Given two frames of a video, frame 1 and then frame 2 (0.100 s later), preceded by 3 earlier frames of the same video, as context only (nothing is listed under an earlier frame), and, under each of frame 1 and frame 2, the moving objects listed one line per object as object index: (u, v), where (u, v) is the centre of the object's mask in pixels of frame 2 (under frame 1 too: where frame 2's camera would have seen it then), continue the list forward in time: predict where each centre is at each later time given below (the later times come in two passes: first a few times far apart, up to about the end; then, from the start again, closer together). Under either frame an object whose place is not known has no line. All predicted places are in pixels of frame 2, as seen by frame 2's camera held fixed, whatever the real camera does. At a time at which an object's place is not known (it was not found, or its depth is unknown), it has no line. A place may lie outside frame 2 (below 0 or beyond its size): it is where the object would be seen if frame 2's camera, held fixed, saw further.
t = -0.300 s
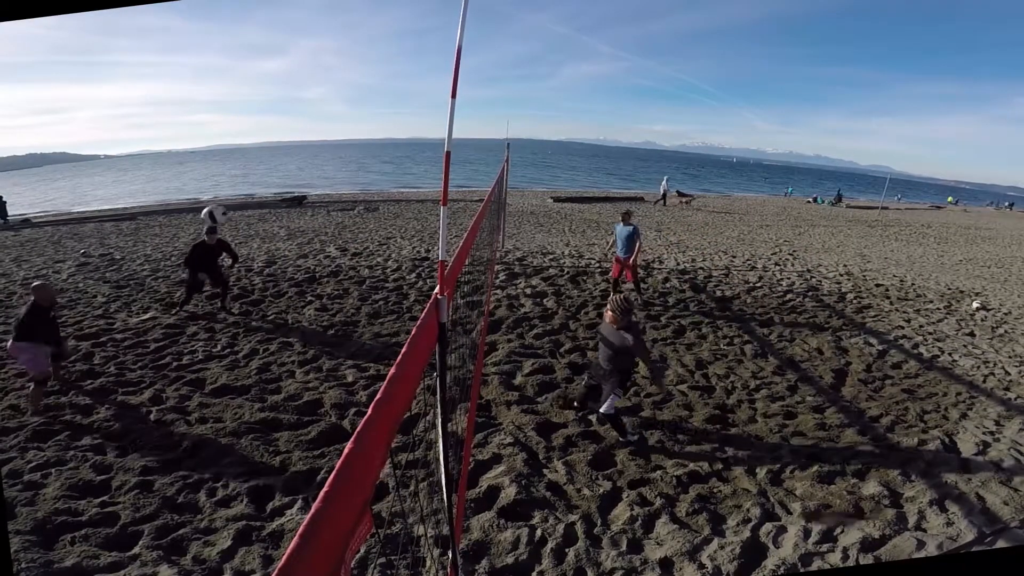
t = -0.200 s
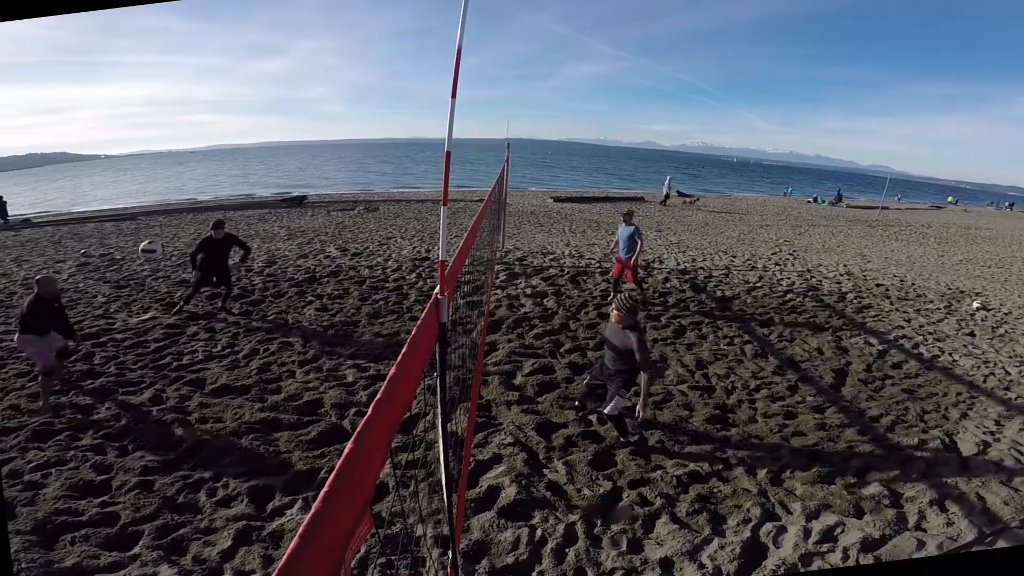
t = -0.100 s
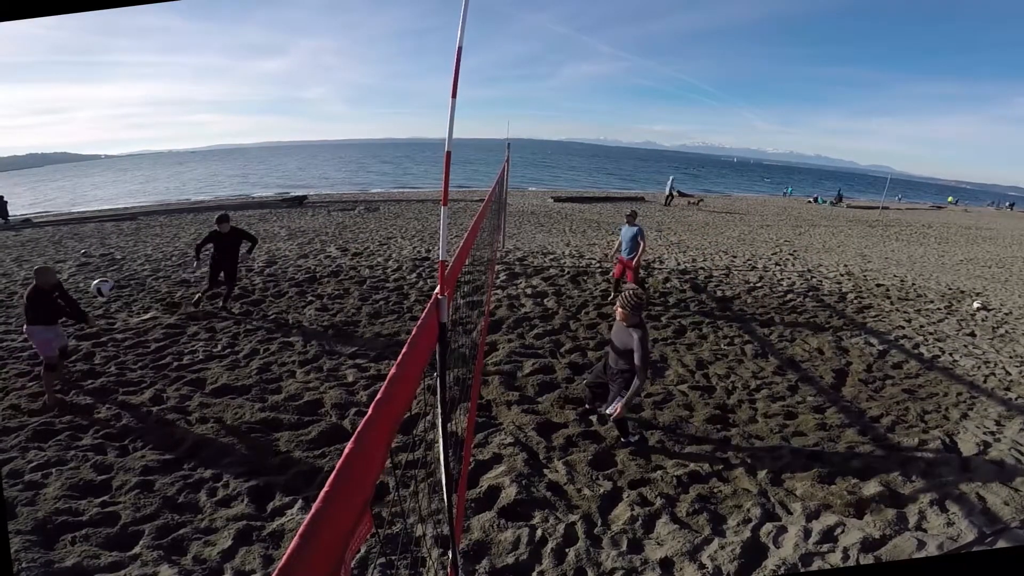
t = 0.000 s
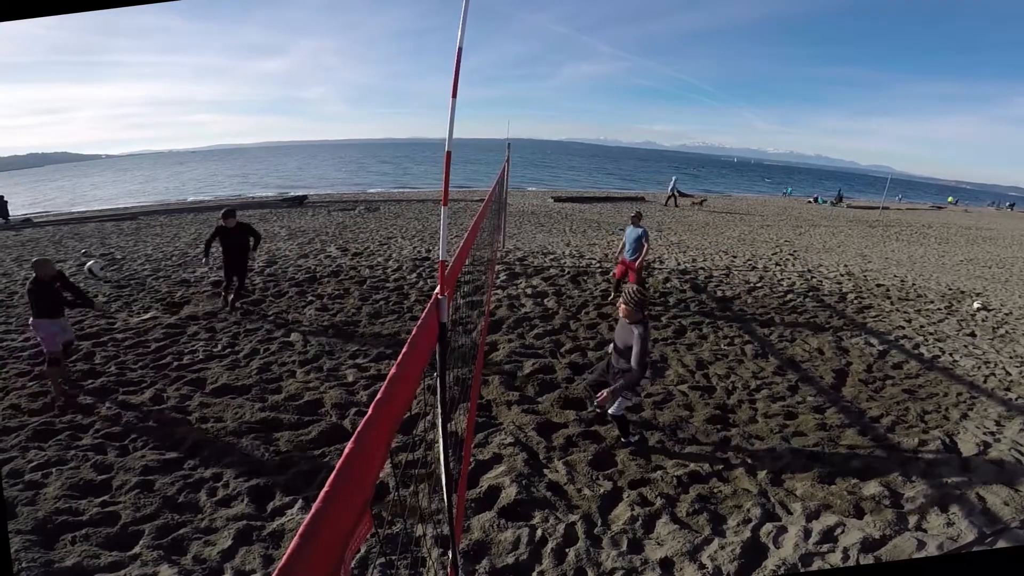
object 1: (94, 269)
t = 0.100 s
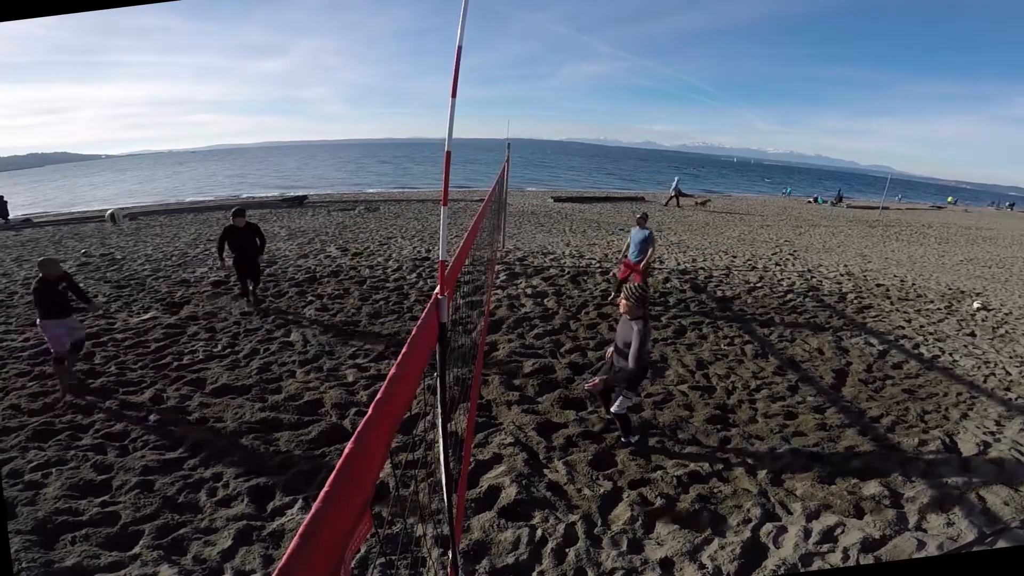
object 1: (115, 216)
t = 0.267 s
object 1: (164, 146)
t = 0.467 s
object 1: (224, 94)
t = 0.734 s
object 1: (298, 75)
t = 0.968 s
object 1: (353, 100)
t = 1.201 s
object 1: (400, 162)
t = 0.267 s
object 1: (164, 146)
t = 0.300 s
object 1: (174, 135)
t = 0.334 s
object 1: (184, 125)
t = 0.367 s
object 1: (194, 115)
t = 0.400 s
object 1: (204, 107)
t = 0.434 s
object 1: (214, 100)
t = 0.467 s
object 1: (224, 94)
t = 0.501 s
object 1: (234, 88)
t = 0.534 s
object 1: (244, 83)
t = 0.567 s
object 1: (254, 80)
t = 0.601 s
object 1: (263, 77)
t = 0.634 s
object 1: (272, 75)
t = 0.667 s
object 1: (281, 74)
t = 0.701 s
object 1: (290, 74)
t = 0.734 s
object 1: (298, 75)
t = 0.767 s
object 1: (307, 76)
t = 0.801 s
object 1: (315, 78)
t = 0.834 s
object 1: (323, 81)
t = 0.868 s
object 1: (330, 85)
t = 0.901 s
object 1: (338, 89)
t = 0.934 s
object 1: (345, 94)
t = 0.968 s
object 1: (353, 100)
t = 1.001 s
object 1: (360, 107)
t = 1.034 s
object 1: (367, 115)
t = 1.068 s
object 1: (374, 123)
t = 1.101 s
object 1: (381, 131)
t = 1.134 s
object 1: (388, 140)
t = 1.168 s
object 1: (392, 151)
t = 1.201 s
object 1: (400, 162)
